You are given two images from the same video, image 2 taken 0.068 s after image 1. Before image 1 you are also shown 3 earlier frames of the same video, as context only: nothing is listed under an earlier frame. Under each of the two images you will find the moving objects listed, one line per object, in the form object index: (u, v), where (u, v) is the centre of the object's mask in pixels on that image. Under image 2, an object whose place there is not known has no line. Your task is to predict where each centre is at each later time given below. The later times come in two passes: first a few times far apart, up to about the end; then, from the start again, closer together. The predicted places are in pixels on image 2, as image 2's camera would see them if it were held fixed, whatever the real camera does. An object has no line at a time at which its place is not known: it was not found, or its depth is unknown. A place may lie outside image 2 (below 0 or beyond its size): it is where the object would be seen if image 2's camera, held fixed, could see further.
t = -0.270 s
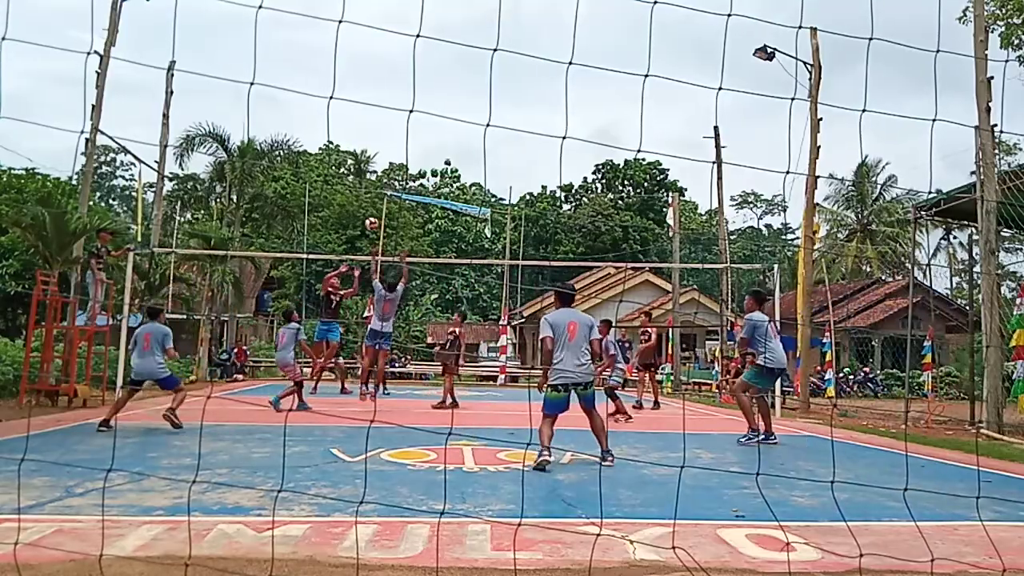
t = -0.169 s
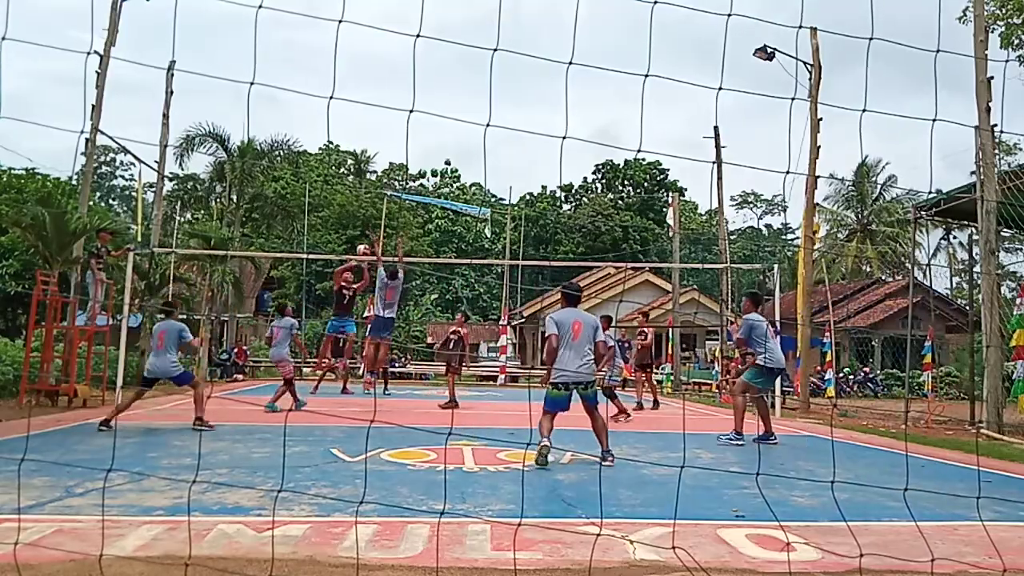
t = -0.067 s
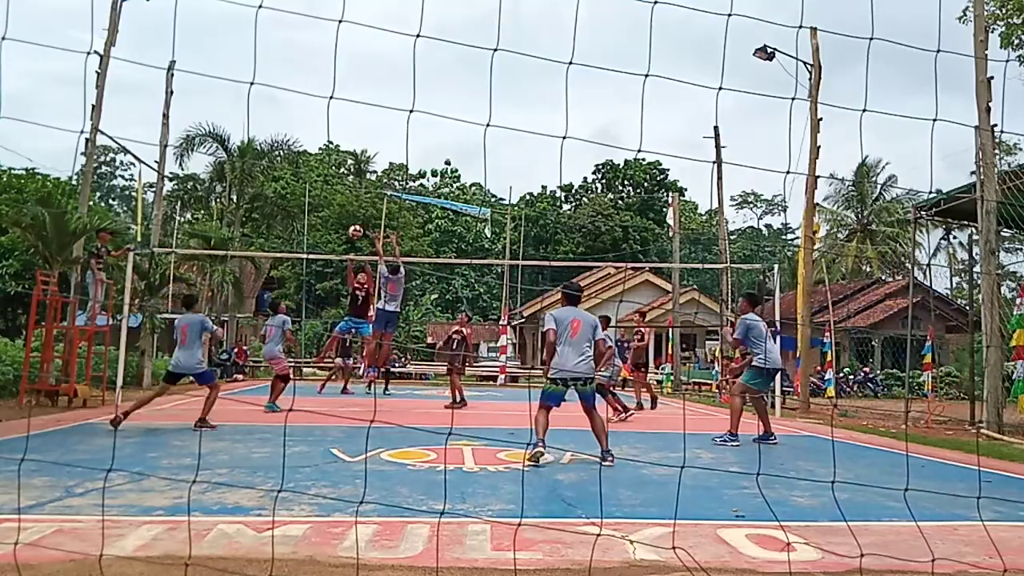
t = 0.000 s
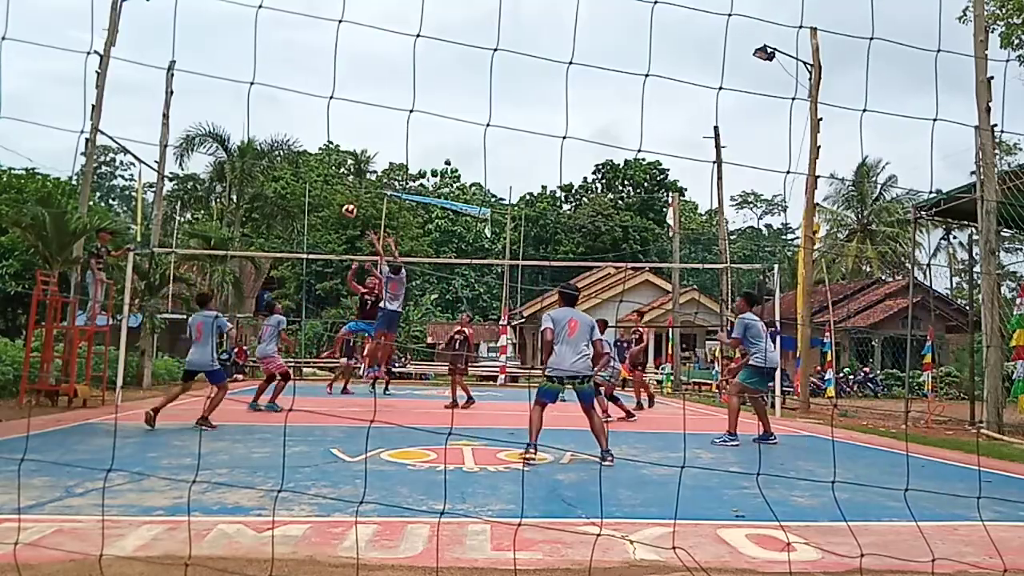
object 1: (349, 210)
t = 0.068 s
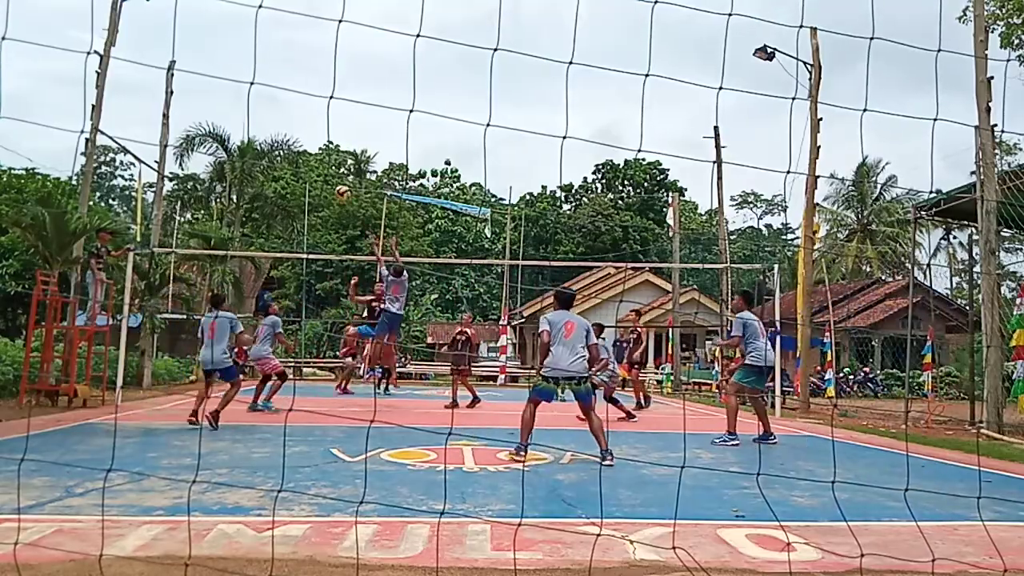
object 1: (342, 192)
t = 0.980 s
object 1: (118, 265)
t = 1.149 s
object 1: (15, 477)
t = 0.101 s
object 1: (339, 183)
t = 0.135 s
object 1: (334, 175)
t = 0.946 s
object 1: (136, 238)
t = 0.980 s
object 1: (118, 265)
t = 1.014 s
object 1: (100, 296)
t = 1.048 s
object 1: (80, 331)
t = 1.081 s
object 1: (59, 374)
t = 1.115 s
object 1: (36, 421)
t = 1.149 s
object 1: (15, 477)
